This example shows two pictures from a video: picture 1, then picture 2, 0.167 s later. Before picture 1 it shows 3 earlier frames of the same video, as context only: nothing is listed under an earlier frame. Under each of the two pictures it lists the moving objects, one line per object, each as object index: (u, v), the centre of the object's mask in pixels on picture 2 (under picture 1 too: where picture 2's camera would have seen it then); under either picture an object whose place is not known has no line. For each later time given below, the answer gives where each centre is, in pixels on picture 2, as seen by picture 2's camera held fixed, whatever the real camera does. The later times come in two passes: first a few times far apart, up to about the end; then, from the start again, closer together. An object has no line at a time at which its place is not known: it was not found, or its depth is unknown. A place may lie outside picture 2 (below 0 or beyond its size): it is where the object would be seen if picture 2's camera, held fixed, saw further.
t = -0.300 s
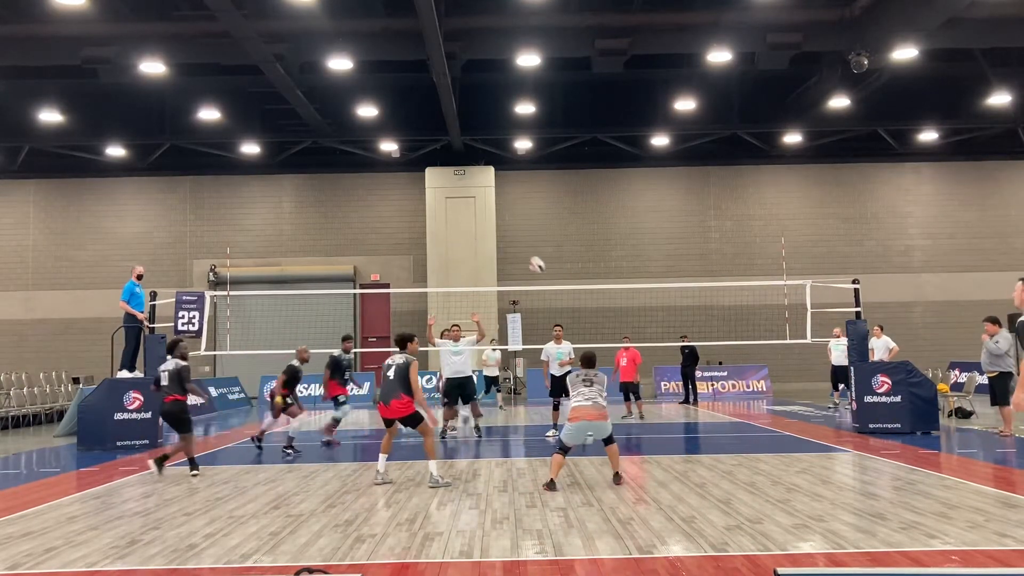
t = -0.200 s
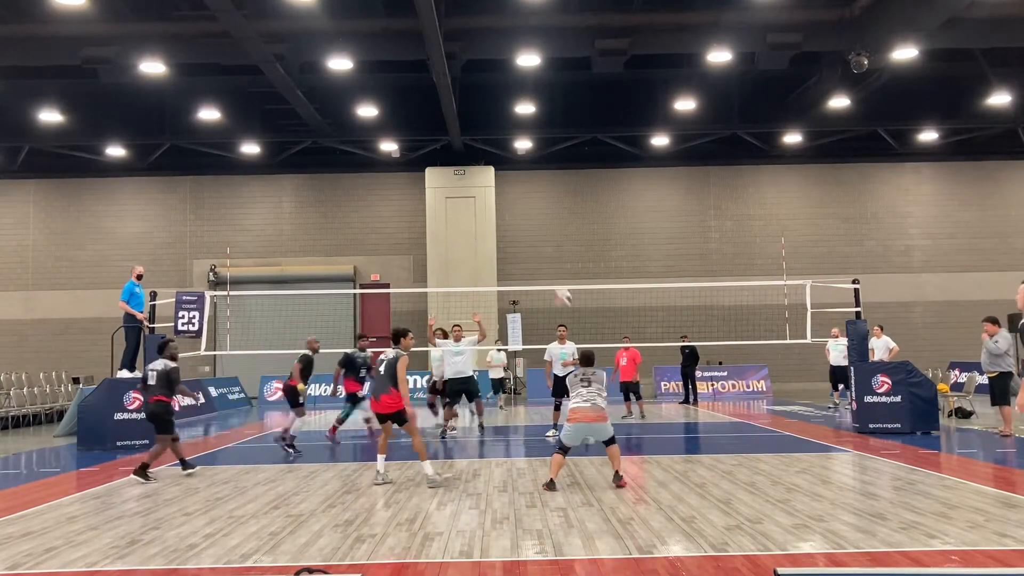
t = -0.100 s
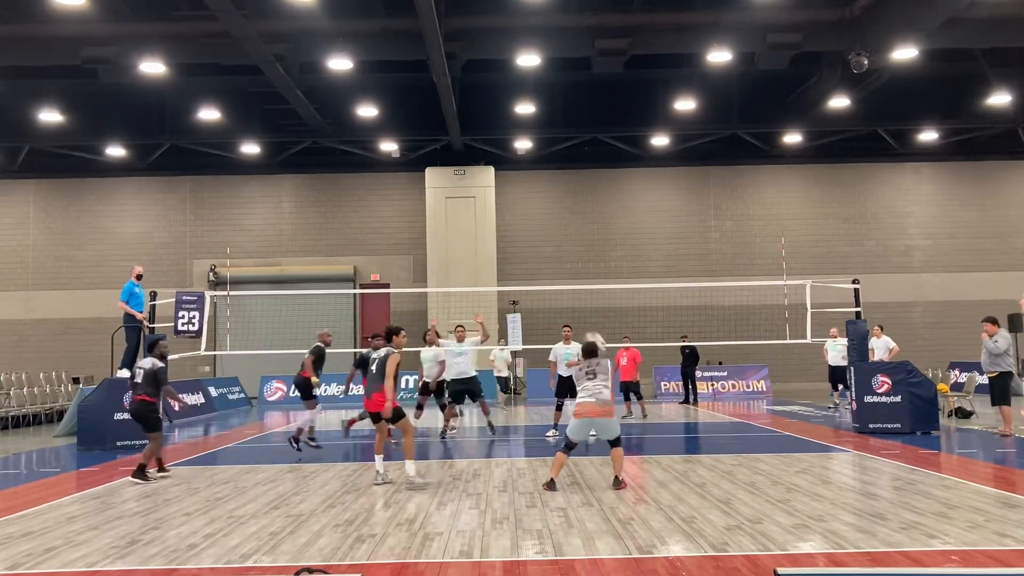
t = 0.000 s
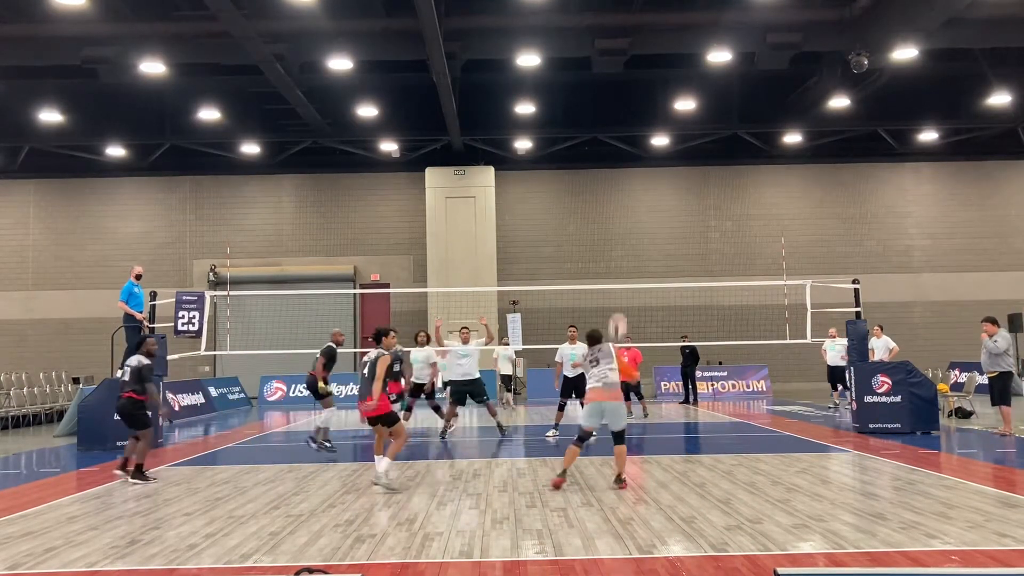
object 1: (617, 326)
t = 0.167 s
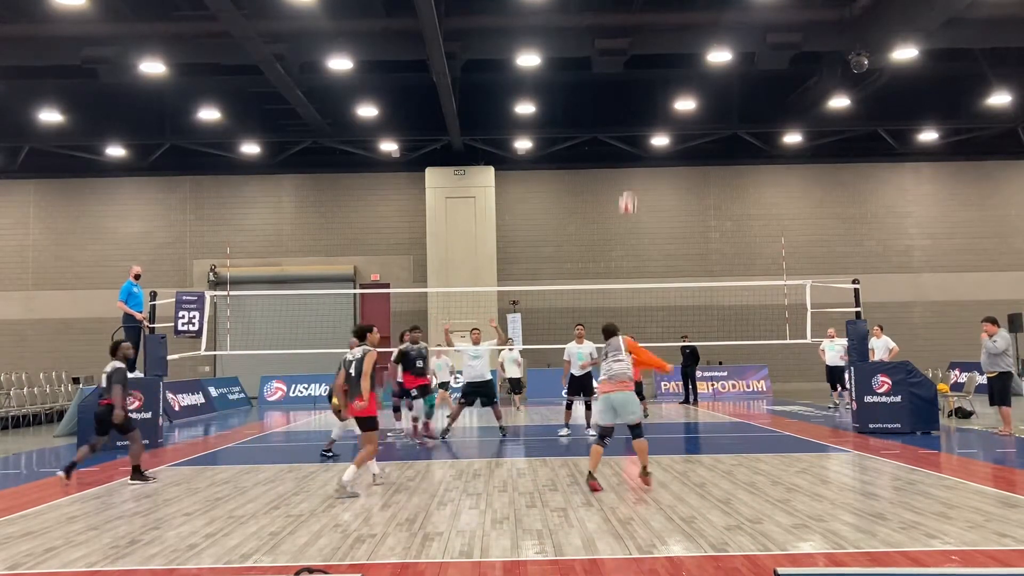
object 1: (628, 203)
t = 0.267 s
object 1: (633, 147)
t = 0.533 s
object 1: (647, 45)
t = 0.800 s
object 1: (661, 8)
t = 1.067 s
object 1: (676, 25)
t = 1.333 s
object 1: (690, 89)
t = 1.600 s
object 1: (704, 196)
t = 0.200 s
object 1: (630, 183)
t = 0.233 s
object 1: (631, 165)
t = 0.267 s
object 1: (633, 147)
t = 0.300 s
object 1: (634, 130)
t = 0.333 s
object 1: (636, 115)
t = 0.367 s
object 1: (638, 100)
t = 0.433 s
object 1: (642, 75)
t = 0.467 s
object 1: (643, 64)
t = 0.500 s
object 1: (645, 54)
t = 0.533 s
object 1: (647, 45)
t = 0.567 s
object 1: (649, 37)
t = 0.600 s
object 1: (651, 30)
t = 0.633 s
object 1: (653, 24)
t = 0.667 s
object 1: (654, 19)
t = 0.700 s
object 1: (656, 15)
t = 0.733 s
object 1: (658, 12)
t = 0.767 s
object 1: (660, 9)
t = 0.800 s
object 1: (661, 8)
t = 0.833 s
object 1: (663, 8)
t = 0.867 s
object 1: (665, 8)
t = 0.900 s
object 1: (667, 8)
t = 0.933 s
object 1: (668, 10)
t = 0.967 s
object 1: (670, 12)
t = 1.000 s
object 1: (672, 16)
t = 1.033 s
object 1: (674, 20)
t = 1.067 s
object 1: (676, 25)
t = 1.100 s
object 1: (677, 30)
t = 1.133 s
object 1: (679, 37)
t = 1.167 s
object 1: (681, 44)
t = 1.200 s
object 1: (683, 52)
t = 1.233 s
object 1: (684, 60)
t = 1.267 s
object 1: (686, 69)
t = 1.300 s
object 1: (688, 79)
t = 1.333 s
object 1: (690, 89)
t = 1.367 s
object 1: (693, 100)
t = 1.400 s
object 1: (694, 115)
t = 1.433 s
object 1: (696, 125)
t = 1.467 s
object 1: (697, 139)
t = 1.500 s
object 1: (699, 152)
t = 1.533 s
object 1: (700, 167)
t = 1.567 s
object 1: (702, 181)
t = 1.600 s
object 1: (704, 196)
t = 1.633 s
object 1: (706, 212)
